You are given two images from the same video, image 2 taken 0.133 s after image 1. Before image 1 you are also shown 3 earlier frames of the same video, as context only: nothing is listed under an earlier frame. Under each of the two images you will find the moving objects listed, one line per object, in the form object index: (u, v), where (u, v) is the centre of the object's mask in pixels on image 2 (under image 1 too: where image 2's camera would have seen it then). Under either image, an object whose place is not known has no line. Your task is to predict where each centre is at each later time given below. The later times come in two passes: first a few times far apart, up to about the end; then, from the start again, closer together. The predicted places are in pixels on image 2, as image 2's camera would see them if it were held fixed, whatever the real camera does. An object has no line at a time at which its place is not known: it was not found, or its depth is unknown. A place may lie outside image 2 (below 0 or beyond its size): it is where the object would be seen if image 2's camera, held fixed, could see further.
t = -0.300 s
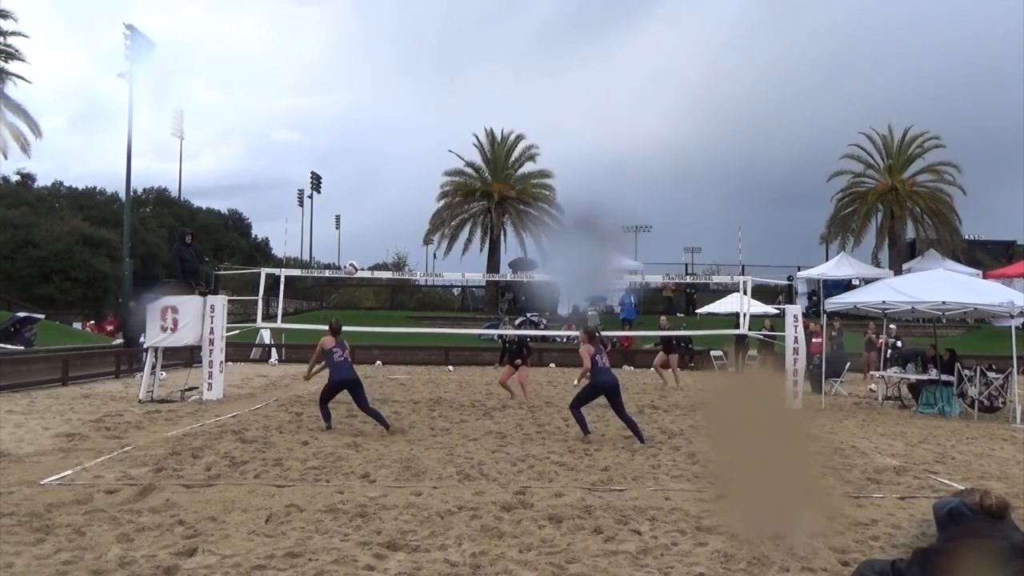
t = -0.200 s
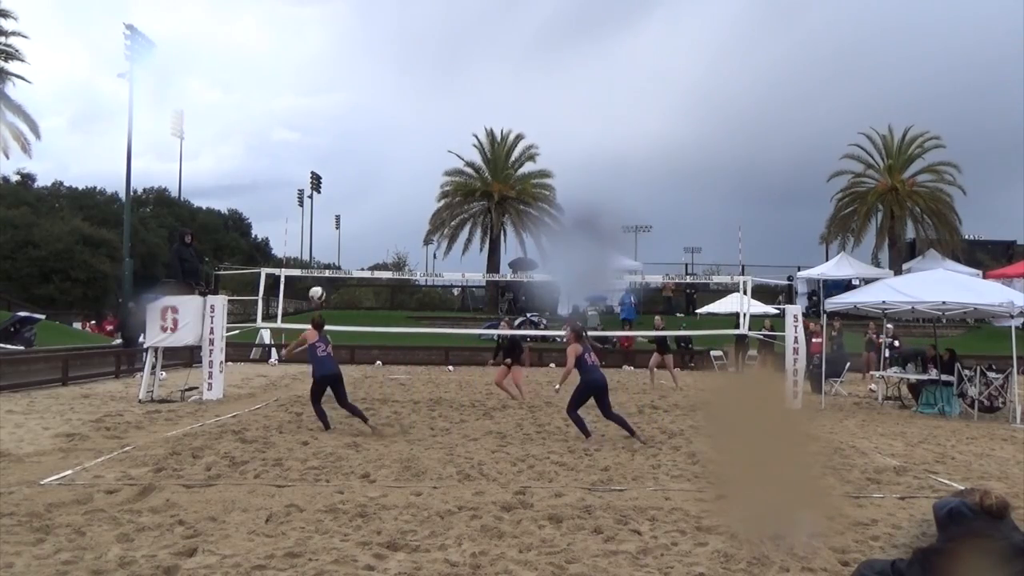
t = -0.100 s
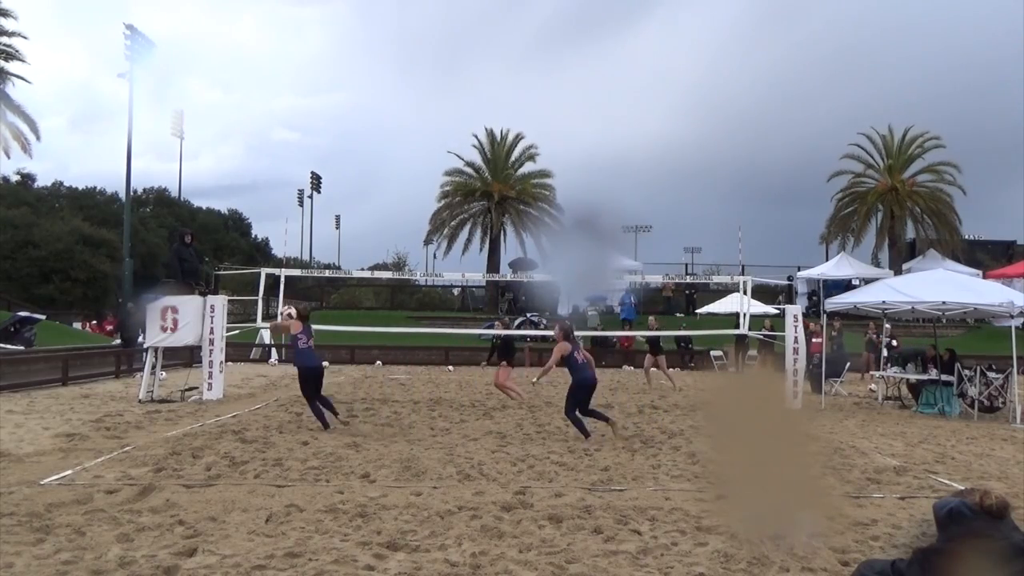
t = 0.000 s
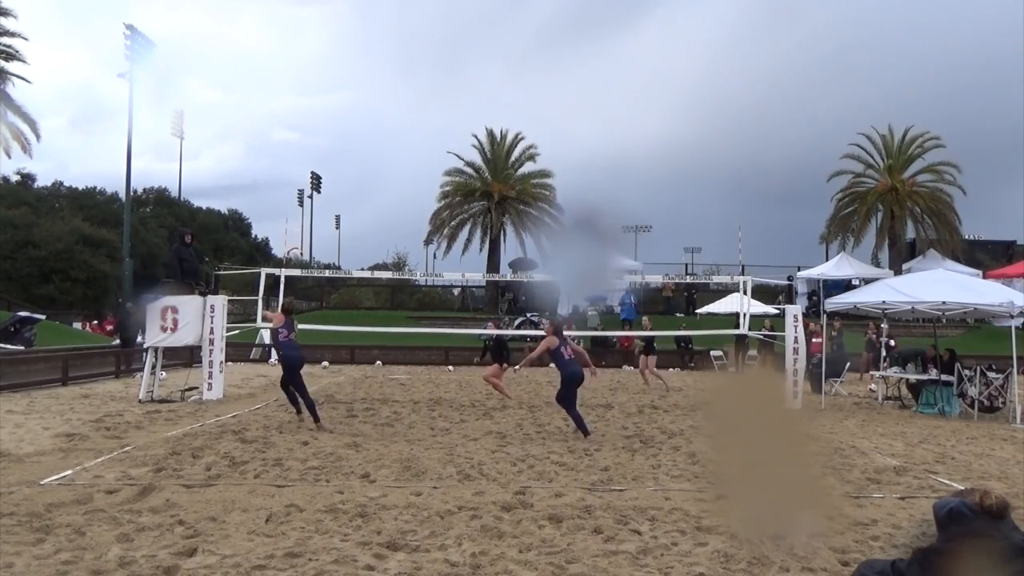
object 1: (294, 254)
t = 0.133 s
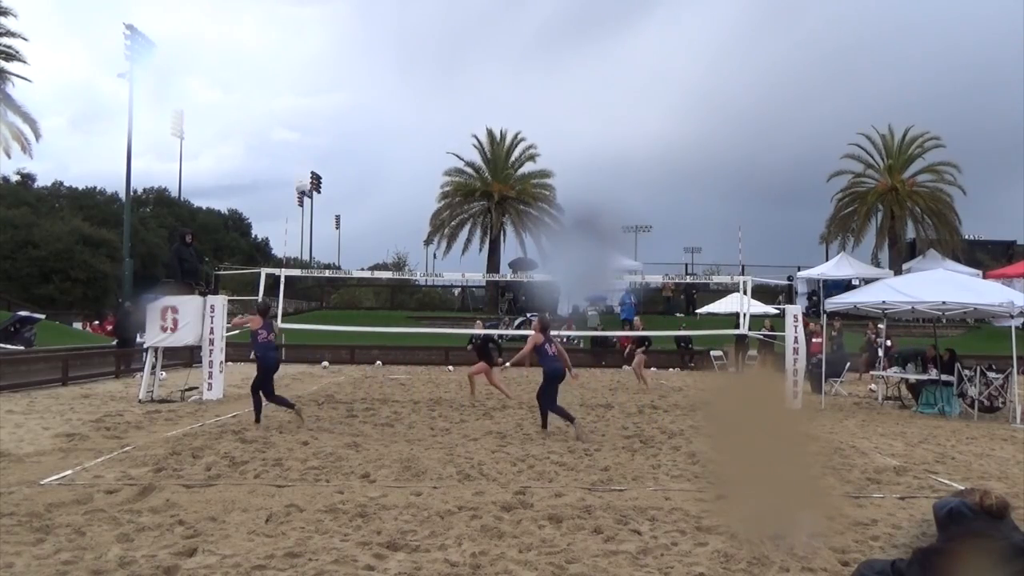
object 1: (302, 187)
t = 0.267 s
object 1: (311, 136)
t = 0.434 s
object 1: (320, 89)
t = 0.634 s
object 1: (329, 58)
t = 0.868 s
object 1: (339, 56)
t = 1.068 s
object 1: (347, 84)
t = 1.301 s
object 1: (356, 151)
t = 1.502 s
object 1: (364, 236)
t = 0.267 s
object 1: (311, 136)
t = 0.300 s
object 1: (313, 125)
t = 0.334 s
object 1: (315, 115)
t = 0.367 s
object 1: (316, 105)
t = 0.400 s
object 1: (318, 97)
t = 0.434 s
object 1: (320, 89)
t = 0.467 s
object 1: (321, 81)
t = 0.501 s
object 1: (323, 75)
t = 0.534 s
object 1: (324, 69)
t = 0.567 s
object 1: (326, 65)
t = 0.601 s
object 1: (327, 61)
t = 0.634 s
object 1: (329, 58)
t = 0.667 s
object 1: (330, 55)
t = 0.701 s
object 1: (332, 53)
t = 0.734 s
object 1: (333, 52)
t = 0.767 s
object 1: (334, 52)
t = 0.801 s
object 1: (336, 53)
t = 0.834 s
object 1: (337, 54)
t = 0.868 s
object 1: (339, 56)
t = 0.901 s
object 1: (340, 58)
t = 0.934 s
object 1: (342, 62)
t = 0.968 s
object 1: (343, 66)
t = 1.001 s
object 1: (344, 72)
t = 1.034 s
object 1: (346, 77)
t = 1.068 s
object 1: (347, 84)
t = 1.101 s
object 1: (348, 91)
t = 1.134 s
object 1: (350, 99)
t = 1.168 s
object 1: (351, 108)
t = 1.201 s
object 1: (352, 117)
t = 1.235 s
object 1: (354, 128)
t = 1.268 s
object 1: (355, 138)
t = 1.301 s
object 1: (356, 151)
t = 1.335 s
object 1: (358, 163)
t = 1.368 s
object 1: (359, 175)
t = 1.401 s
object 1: (359, 190)
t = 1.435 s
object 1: (361, 204)
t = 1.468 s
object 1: (362, 219)
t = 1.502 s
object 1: (364, 236)
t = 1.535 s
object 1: (365, 253)
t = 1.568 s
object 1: (366, 269)
